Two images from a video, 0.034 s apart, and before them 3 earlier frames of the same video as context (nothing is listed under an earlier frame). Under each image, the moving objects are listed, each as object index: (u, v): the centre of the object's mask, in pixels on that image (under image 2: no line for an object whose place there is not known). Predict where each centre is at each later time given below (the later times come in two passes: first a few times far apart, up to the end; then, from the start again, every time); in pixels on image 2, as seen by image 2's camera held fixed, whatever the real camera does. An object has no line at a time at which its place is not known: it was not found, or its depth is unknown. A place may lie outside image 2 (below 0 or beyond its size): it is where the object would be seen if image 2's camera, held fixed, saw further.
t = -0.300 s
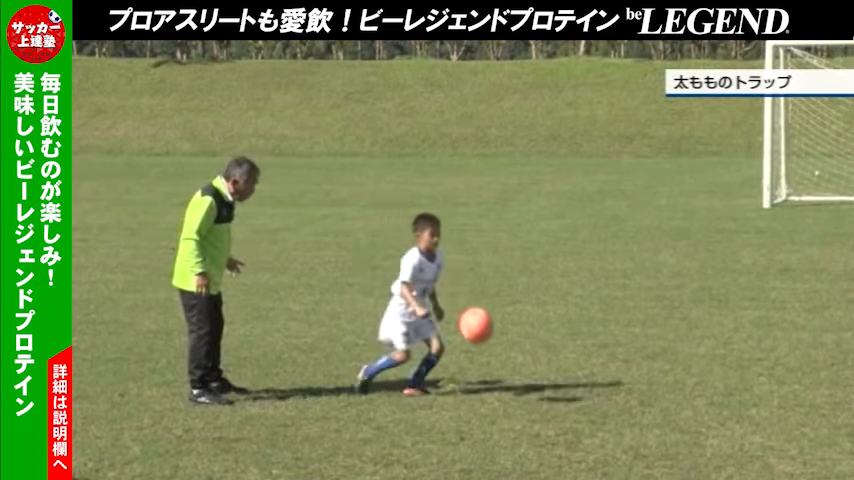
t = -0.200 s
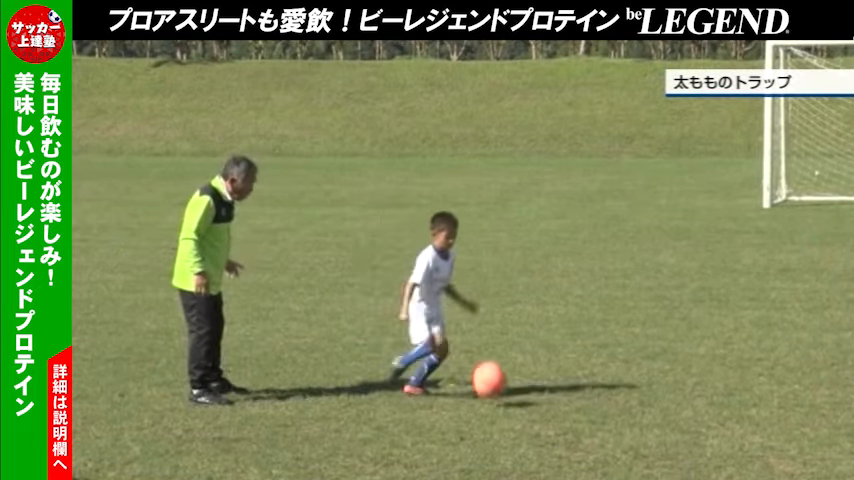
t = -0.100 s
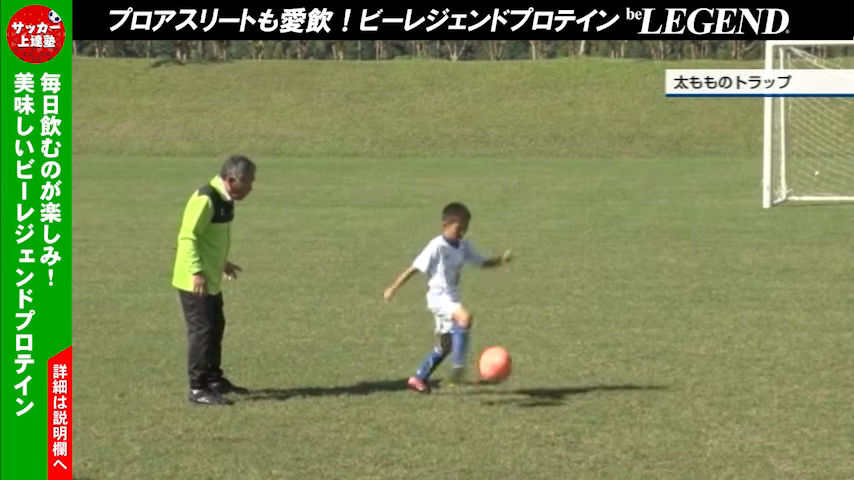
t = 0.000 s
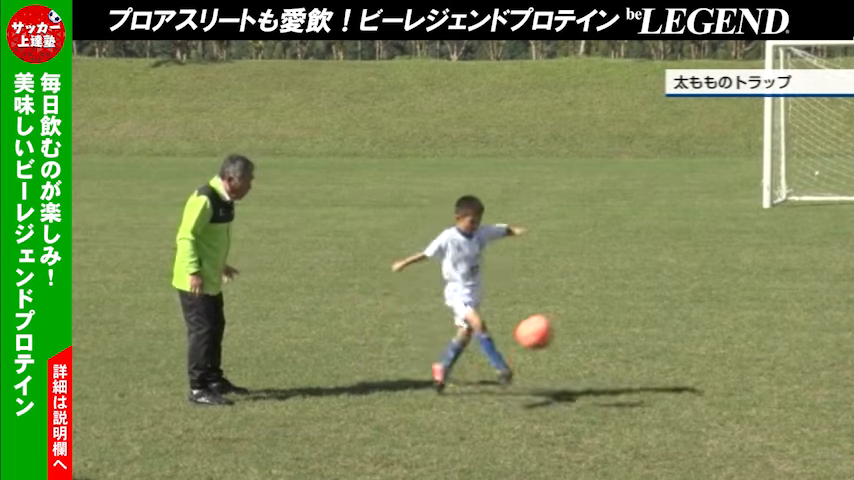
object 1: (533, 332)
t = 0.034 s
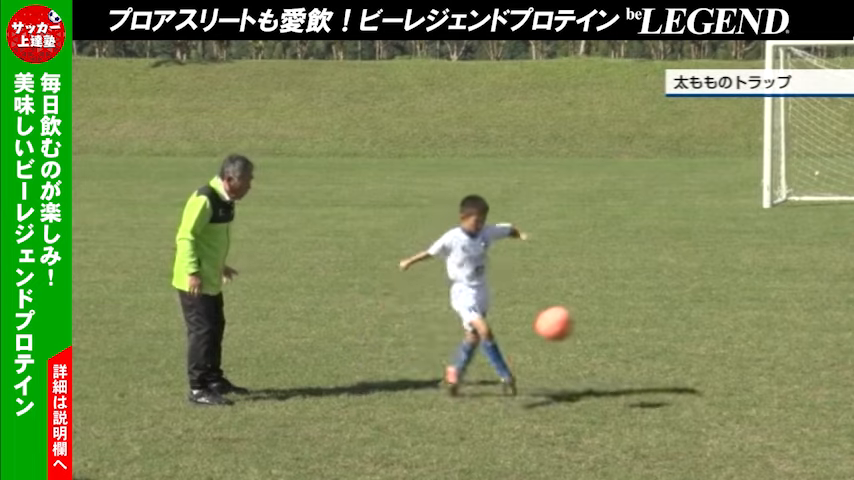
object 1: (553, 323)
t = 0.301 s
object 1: (714, 317)
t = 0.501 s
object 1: (838, 391)
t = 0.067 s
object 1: (573, 316)
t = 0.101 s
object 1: (592, 311)
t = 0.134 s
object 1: (612, 307)
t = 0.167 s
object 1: (632, 306)
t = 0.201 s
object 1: (652, 306)
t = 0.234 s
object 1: (673, 308)
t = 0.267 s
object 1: (693, 311)
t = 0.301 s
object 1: (714, 317)
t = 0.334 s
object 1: (735, 325)
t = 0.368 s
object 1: (756, 334)
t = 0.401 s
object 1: (778, 345)
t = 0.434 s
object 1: (798, 358)
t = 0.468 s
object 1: (820, 374)
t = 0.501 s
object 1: (838, 391)
